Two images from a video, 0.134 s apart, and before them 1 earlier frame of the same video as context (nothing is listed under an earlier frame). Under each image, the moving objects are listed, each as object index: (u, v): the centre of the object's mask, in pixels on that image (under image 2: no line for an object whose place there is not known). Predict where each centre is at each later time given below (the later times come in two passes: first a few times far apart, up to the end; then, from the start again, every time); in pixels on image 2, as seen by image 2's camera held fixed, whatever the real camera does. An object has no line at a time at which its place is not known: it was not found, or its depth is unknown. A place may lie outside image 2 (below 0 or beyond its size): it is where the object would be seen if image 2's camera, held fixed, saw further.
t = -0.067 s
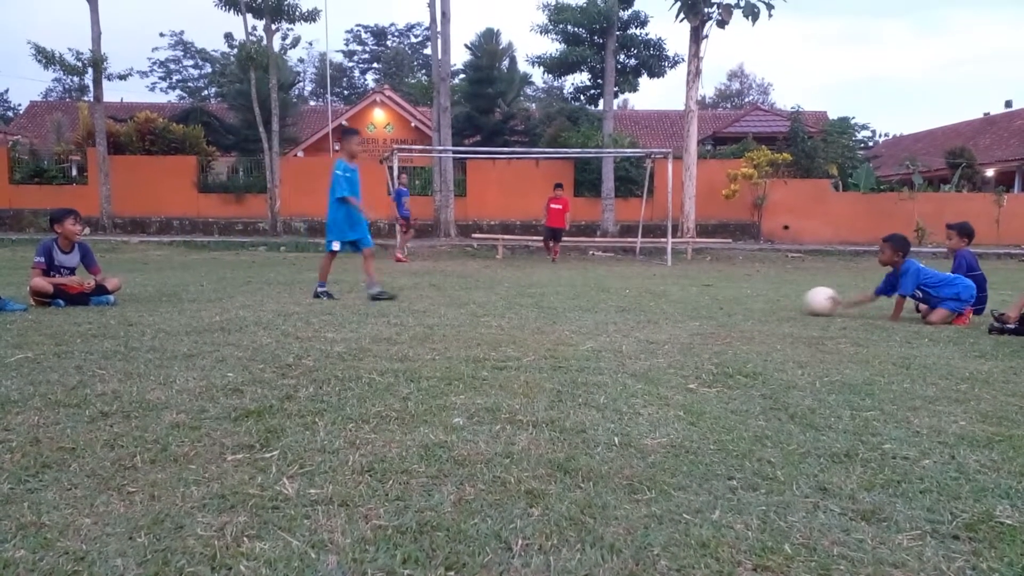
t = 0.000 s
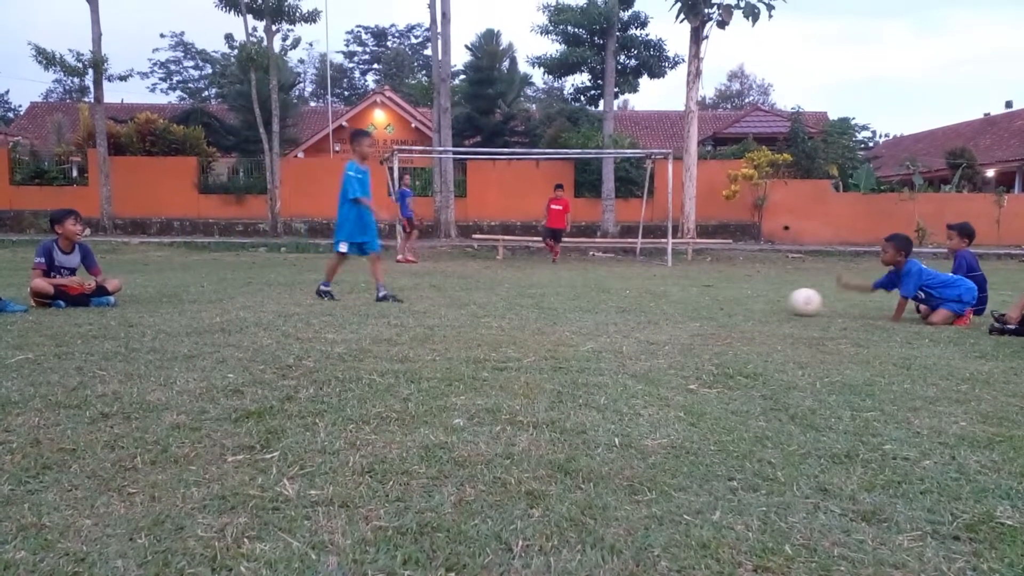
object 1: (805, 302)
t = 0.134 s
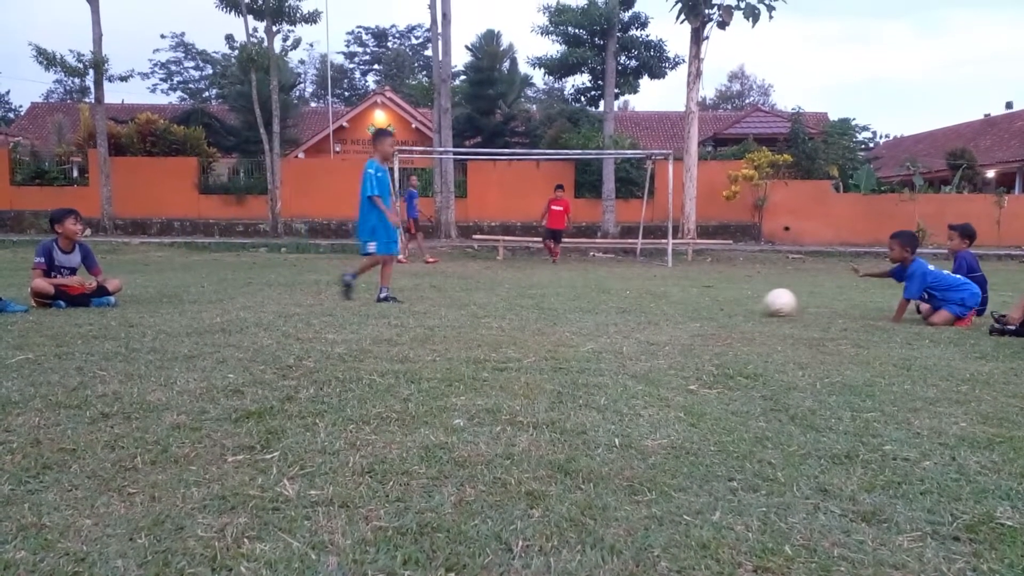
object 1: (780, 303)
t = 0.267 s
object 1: (756, 303)
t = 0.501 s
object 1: (717, 302)
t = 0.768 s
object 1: (679, 301)
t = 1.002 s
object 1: (653, 300)
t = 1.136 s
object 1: (641, 299)
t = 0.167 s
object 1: (774, 303)
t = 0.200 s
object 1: (767, 303)
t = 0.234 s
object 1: (761, 303)
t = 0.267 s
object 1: (756, 303)
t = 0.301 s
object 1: (749, 302)
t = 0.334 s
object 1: (744, 302)
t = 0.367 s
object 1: (738, 302)
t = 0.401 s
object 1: (733, 302)
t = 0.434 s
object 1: (727, 302)
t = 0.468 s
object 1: (722, 302)
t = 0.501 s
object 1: (717, 302)
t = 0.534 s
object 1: (712, 302)
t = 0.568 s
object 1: (706, 301)
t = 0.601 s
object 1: (702, 301)
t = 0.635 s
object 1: (697, 300)
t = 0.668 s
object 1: (692, 301)
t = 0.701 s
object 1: (688, 301)
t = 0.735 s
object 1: (684, 300)
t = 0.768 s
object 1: (679, 301)
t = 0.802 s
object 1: (675, 301)
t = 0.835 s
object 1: (671, 301)
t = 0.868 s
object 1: (667, 300)
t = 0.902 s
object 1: (663, 300)
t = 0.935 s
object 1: (660, 300)
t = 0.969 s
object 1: (657, 300)
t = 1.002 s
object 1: (653, 300)
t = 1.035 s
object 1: (650, 300)
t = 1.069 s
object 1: (647, 299)
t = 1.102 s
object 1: (644, 299)
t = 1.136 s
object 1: (641, 299)
